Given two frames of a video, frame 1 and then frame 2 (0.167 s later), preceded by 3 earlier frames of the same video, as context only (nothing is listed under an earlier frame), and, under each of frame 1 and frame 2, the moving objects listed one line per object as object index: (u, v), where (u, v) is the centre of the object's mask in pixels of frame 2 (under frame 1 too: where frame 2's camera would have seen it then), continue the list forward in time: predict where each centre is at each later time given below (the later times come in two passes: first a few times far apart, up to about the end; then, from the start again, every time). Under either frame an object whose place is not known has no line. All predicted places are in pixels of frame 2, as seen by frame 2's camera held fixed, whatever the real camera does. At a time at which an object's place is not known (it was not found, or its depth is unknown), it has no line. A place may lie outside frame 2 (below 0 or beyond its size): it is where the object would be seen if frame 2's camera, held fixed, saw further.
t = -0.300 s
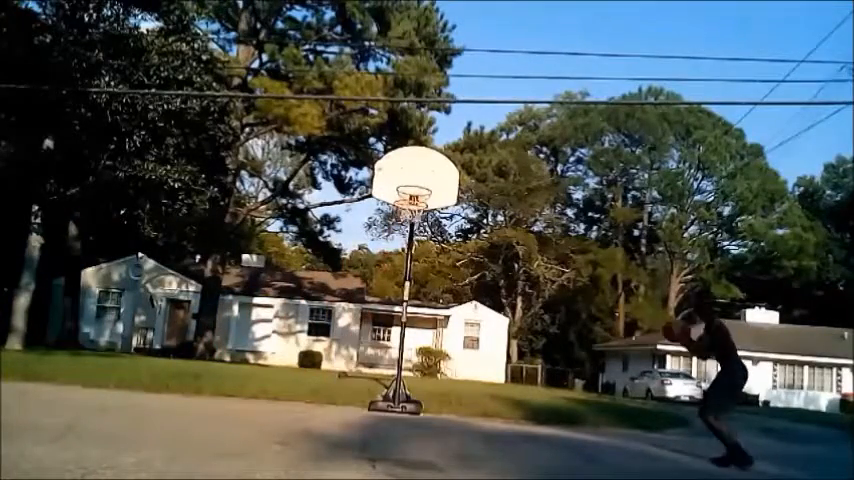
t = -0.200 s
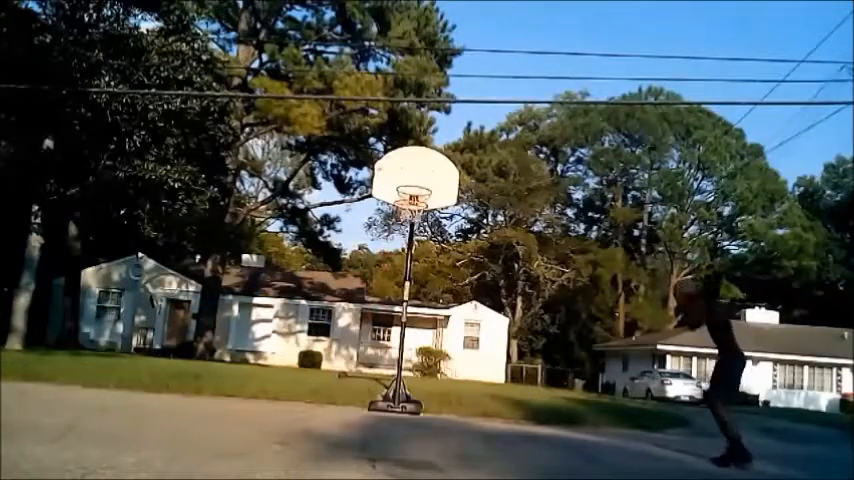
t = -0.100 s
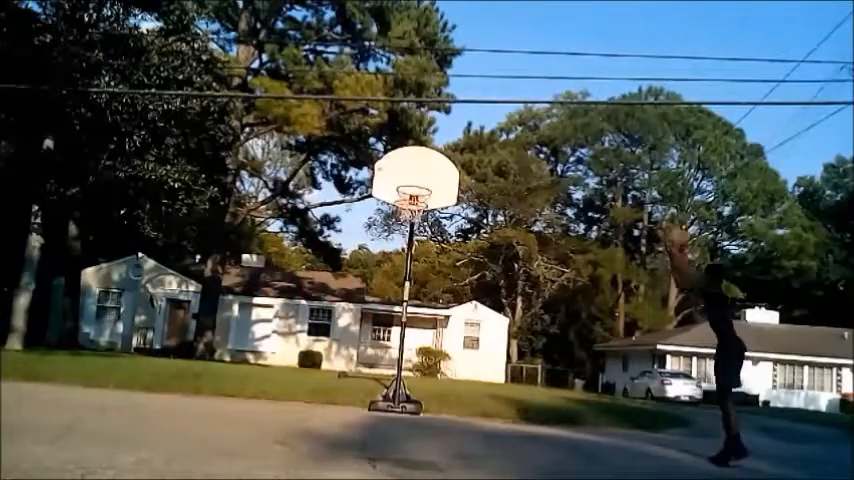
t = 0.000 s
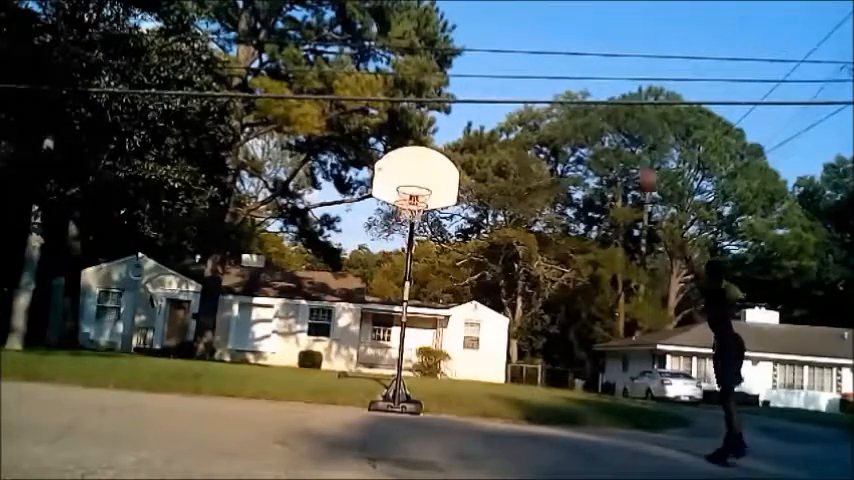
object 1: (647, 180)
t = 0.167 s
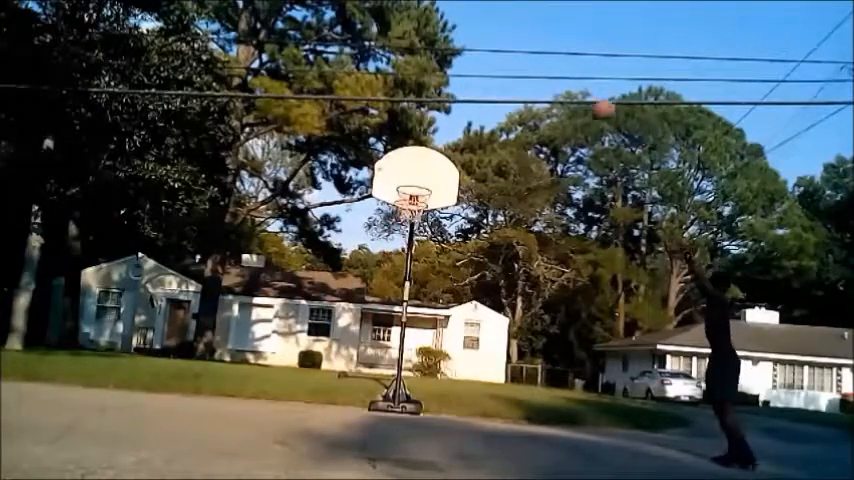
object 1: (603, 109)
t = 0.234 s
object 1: (587, 91)
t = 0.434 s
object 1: (542, 63)
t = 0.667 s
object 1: (494, 71)
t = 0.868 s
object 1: (456, 105)
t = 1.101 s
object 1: (413, 180)
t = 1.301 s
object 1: (393, 239)
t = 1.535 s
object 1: (375, 320)
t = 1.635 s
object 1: (366, 368)
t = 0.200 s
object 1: (596, 99)
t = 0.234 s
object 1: (587, 91)
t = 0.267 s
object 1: (579, 84)
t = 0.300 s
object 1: (571, 77)
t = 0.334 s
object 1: (564, 73)
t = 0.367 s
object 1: (556, 67)
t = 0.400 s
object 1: (549, 64)
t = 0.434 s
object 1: (542, 63)
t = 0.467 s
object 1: (534, 61)
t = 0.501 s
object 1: (527, 61)
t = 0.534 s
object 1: (520, 61)
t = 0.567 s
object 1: (513, 61)
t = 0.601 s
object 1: (507, 63)
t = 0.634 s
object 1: (500, 66)
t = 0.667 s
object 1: (494, 71)
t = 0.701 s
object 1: (487, 74)
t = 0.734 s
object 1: (481, 79)
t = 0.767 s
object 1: (474, 84)
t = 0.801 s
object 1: (469, 91)
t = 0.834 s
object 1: (463, 98)
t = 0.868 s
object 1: (456, 105)
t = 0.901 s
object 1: (449, 114)
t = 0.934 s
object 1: (444, 123)
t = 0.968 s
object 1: (437, 135)
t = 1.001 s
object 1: (432, 144)
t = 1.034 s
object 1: (425, 155)
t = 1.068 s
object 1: (419, 168)
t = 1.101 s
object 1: (413, 180)
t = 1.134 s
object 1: (408, 192)
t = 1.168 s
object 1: (406, 200)
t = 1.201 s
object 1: (399, 211)
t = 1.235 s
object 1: (397, 219)
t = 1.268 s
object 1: (394, 229)
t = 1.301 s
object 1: (393, 239)
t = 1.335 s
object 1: (391, 247)
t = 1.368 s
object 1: (389, 258)
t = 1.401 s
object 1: (385, 269)
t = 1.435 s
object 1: (382, 281)
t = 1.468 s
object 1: (379, 294)
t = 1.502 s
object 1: (376, 306)
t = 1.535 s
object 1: (375, 320)
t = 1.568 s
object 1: (376, 335)
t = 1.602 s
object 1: (370, 356)
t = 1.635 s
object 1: (366, 368)
